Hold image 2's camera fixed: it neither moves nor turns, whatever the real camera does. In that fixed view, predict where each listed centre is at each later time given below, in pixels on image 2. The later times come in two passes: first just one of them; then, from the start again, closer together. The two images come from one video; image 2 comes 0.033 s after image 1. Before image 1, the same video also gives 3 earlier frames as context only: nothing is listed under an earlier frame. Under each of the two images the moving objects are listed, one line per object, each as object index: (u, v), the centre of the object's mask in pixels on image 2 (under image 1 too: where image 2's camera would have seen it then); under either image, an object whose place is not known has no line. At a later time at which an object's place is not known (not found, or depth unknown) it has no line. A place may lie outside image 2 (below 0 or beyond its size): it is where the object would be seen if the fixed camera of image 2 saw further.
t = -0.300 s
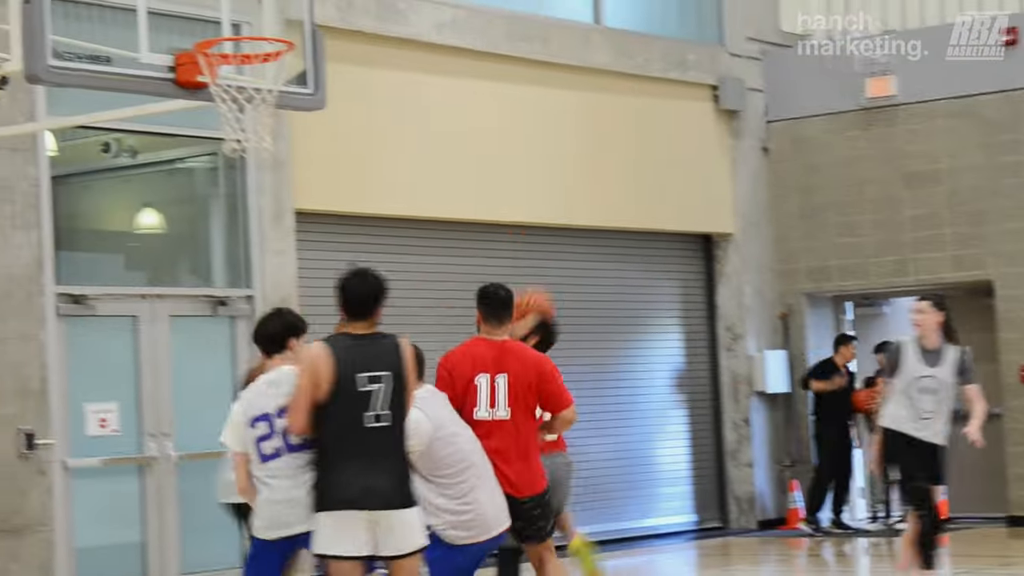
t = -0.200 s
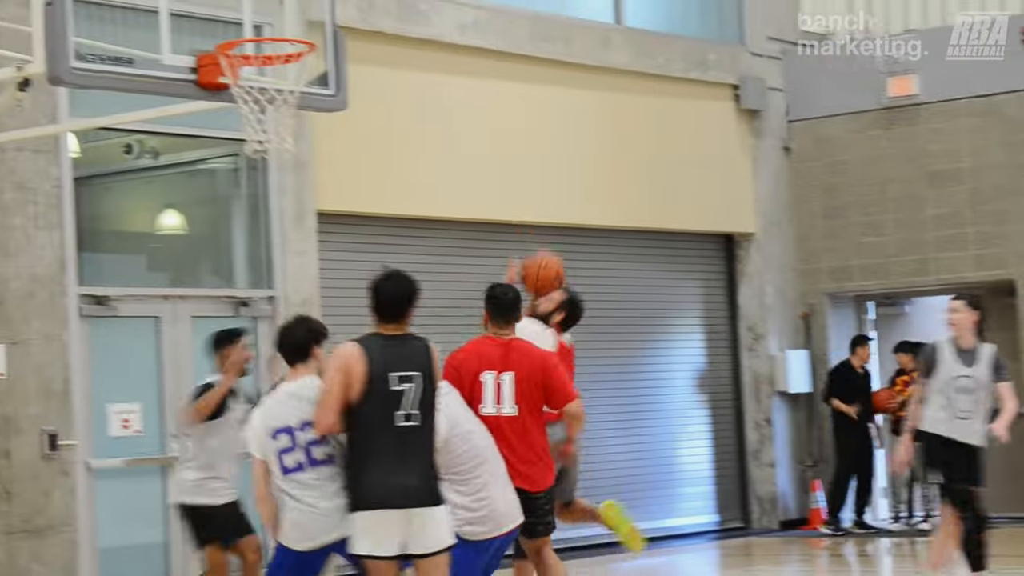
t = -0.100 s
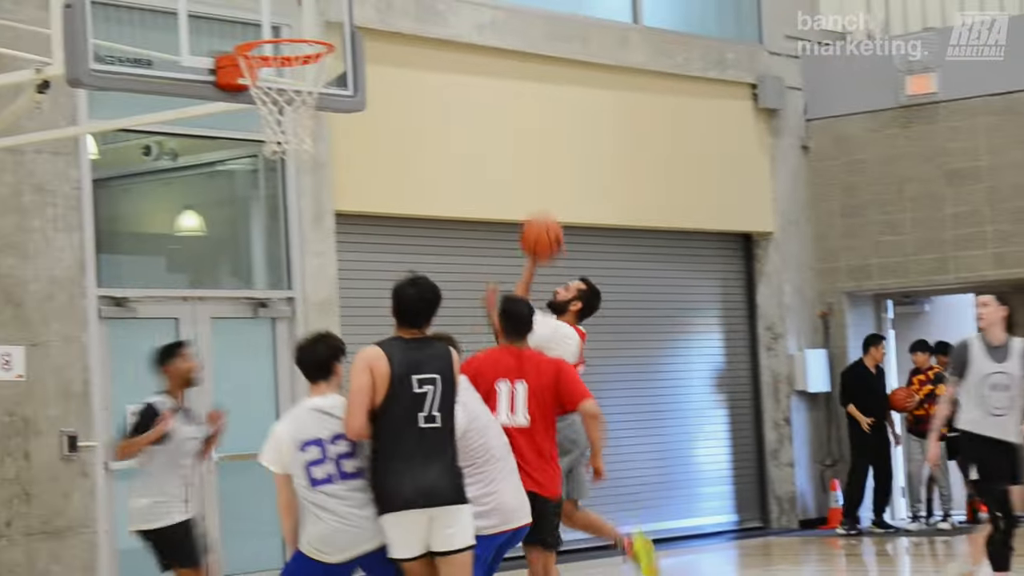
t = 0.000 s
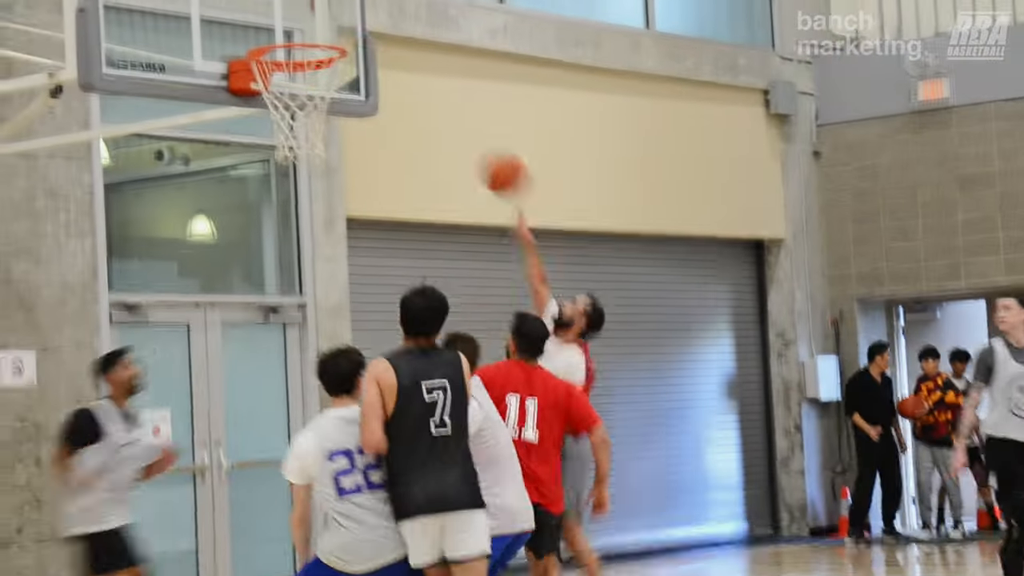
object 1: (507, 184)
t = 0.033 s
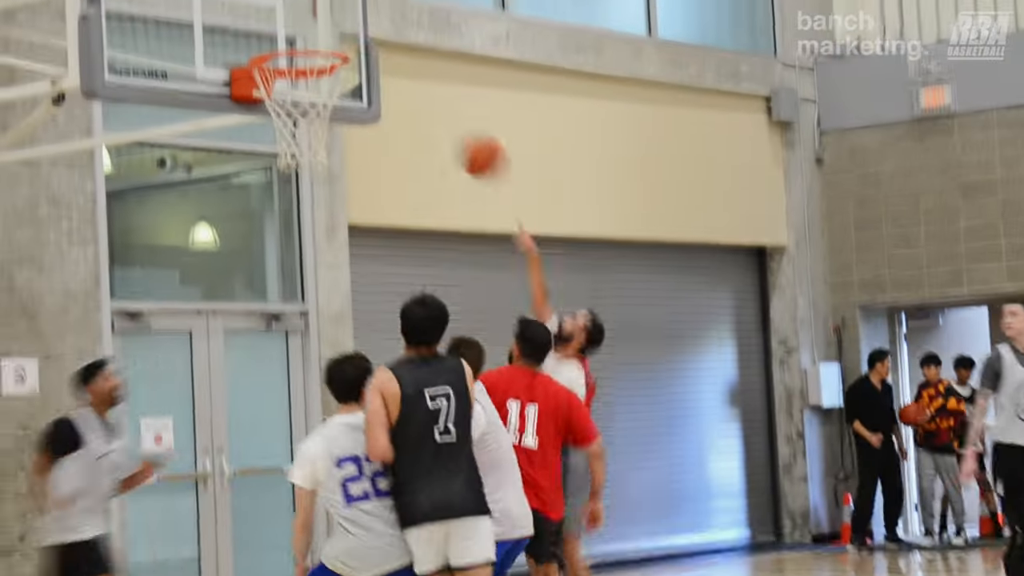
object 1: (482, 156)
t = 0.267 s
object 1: (316, 39)
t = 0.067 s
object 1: (458, 133)
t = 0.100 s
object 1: (434, 112)
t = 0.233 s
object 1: (340, 44)
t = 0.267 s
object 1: (316, 39)
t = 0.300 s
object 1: (315, 34)
